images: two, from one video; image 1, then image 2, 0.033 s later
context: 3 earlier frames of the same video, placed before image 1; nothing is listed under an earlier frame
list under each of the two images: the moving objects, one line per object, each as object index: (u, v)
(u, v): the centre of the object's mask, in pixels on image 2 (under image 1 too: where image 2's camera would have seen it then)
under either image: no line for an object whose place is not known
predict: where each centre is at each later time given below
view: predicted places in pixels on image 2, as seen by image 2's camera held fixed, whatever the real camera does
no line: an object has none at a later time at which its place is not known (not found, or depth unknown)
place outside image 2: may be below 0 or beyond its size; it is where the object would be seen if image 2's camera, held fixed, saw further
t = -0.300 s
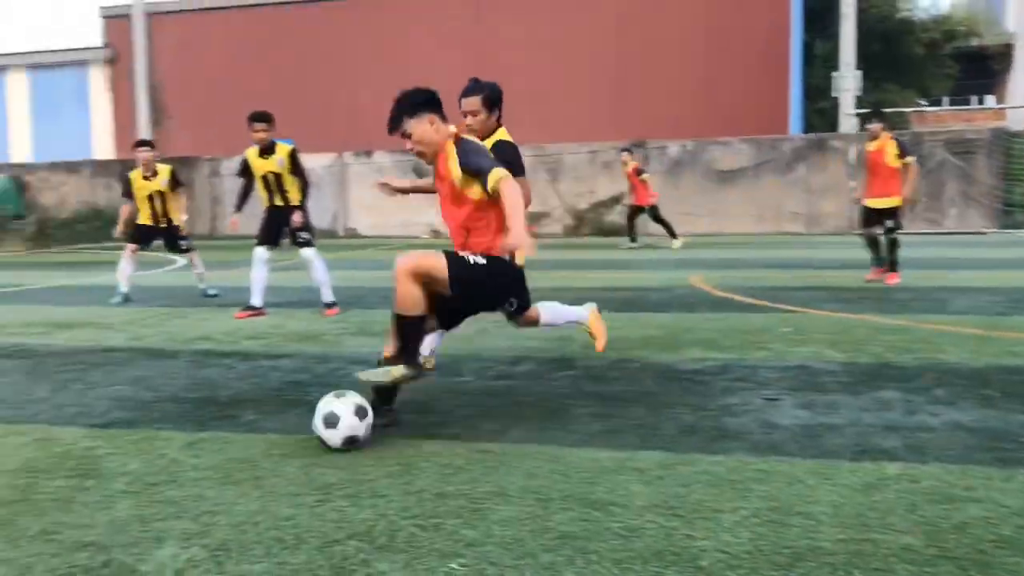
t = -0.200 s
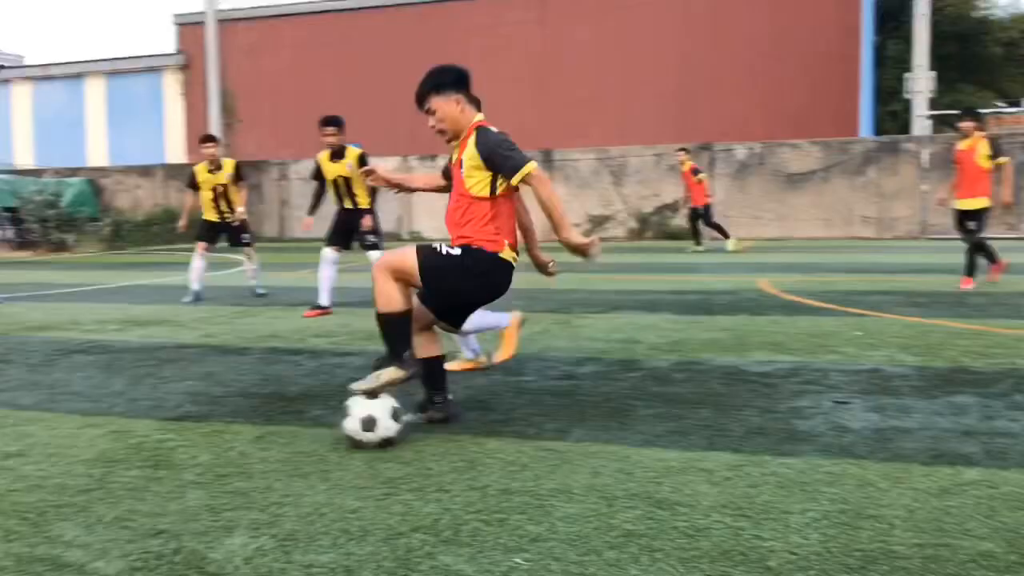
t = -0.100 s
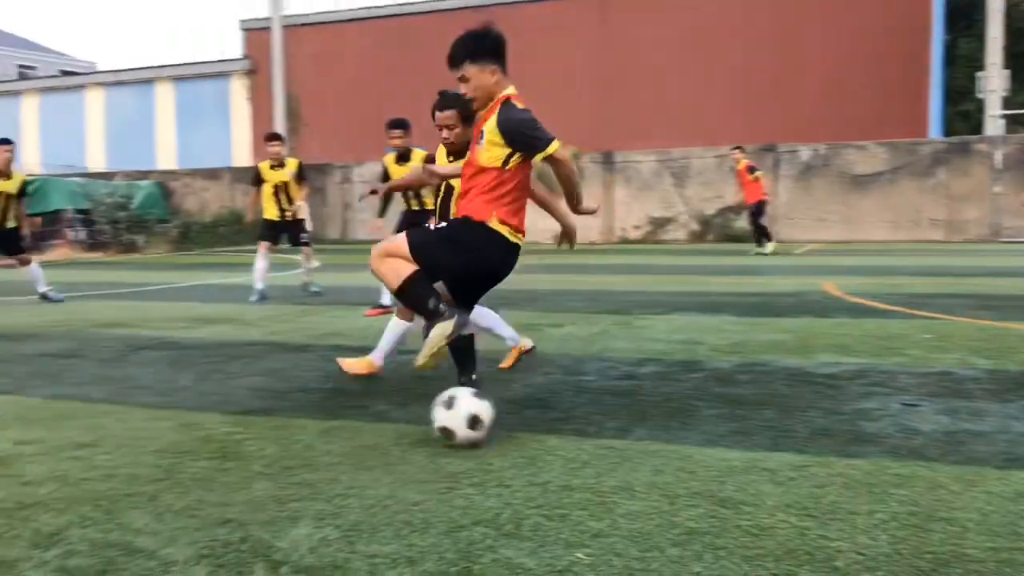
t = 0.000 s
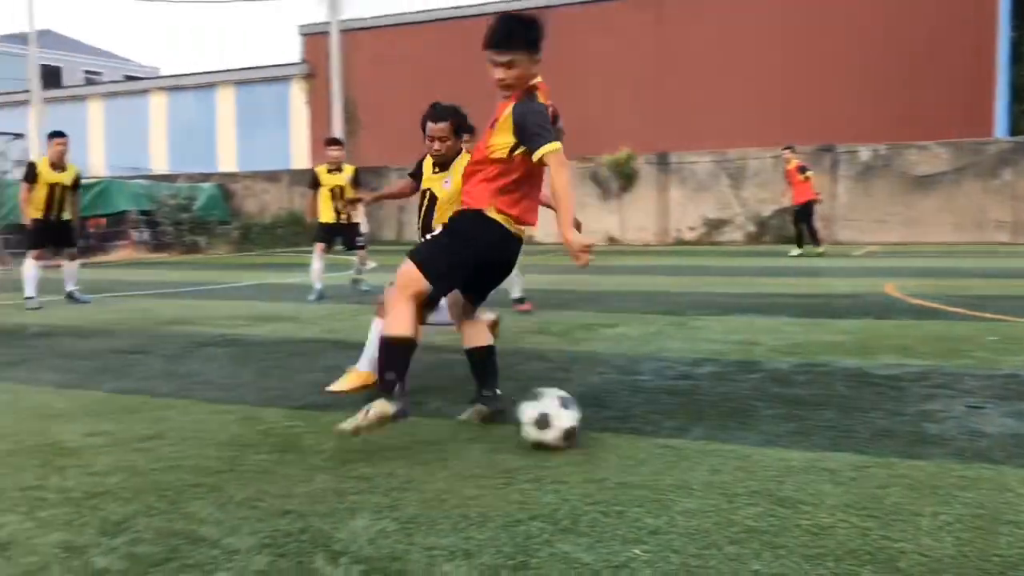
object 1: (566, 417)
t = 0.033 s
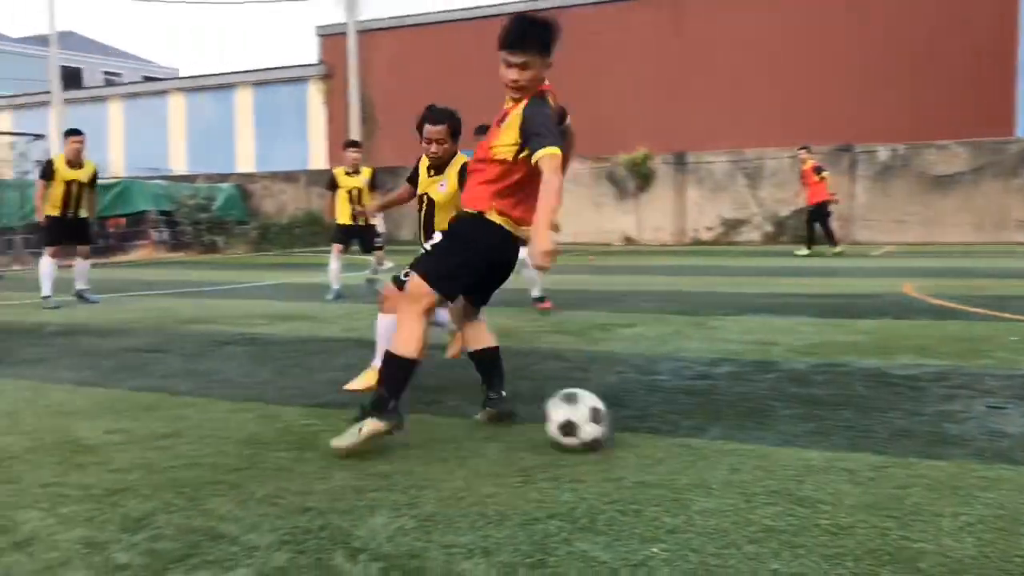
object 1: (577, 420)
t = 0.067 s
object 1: (587, 421)
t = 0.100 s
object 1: (596, 424)
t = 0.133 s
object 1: (606, 425)
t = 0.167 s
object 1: (618, 426)
